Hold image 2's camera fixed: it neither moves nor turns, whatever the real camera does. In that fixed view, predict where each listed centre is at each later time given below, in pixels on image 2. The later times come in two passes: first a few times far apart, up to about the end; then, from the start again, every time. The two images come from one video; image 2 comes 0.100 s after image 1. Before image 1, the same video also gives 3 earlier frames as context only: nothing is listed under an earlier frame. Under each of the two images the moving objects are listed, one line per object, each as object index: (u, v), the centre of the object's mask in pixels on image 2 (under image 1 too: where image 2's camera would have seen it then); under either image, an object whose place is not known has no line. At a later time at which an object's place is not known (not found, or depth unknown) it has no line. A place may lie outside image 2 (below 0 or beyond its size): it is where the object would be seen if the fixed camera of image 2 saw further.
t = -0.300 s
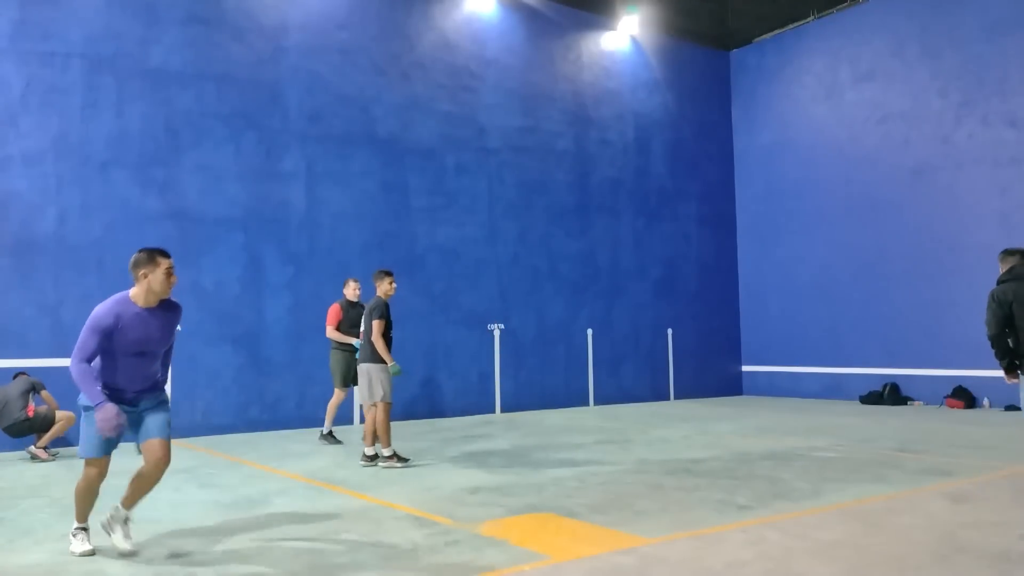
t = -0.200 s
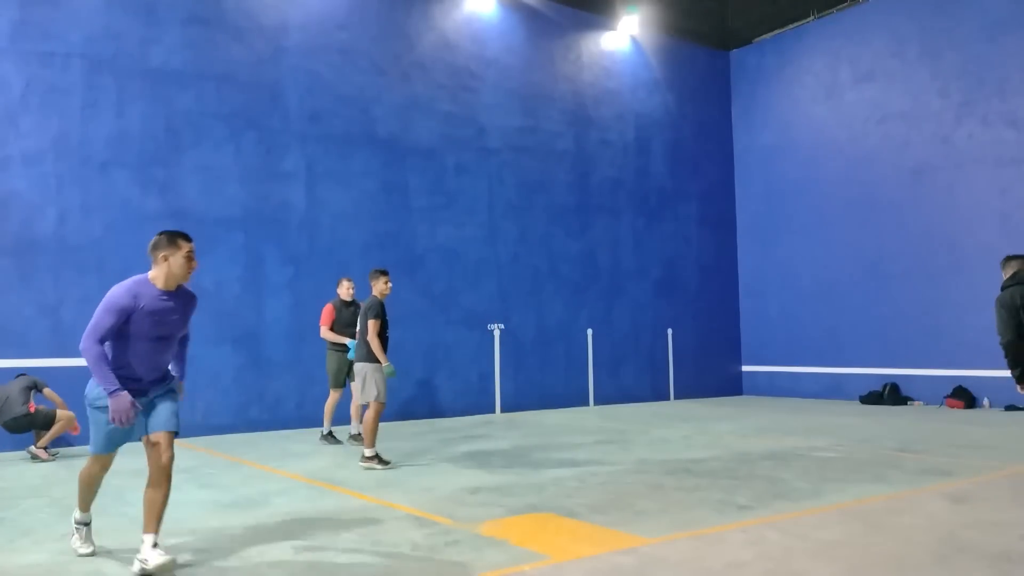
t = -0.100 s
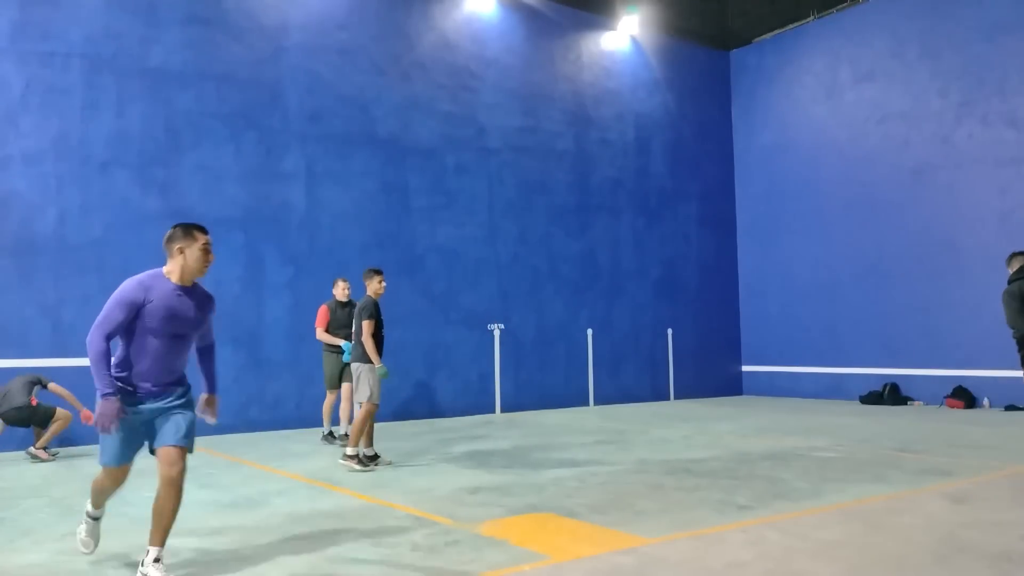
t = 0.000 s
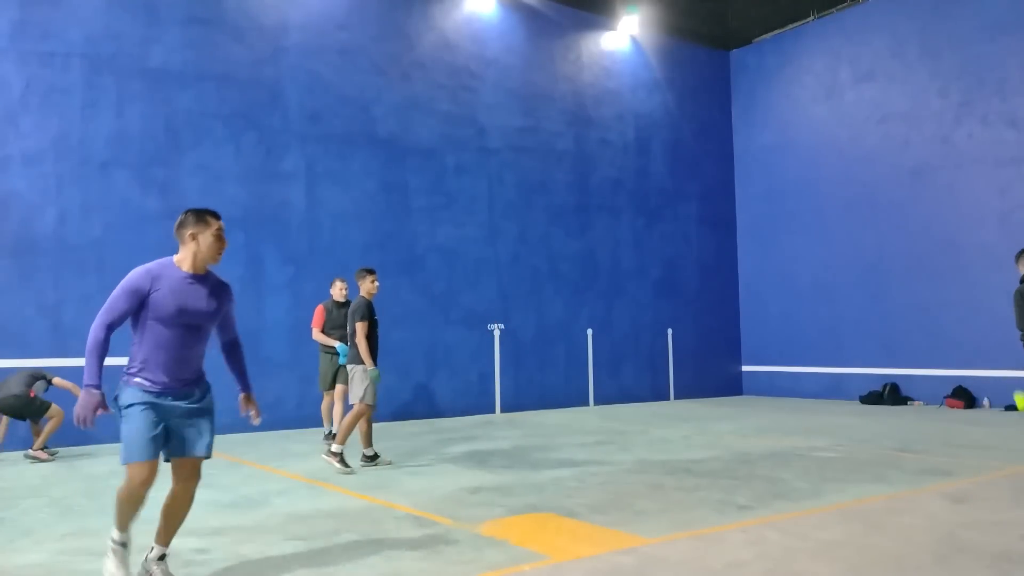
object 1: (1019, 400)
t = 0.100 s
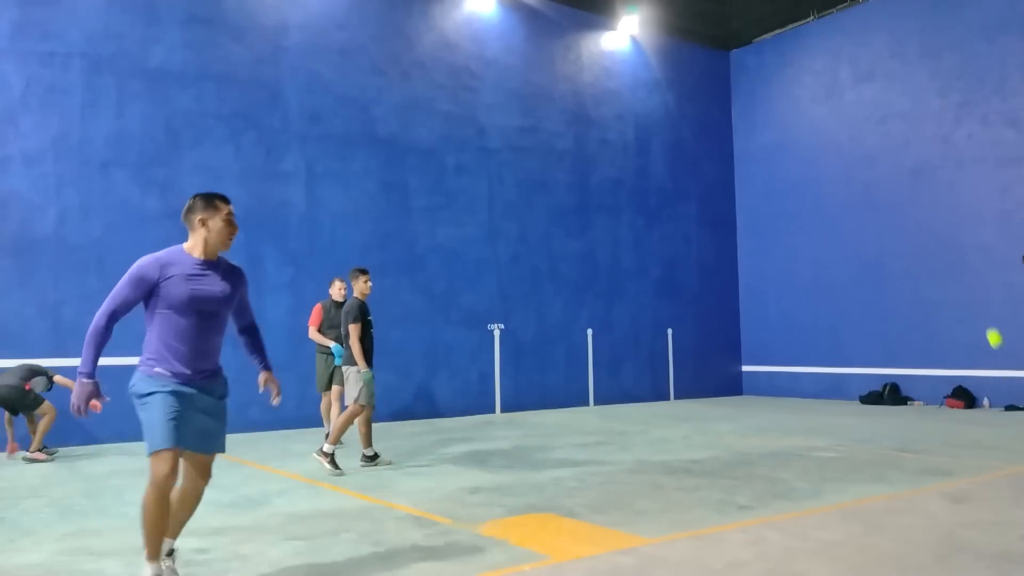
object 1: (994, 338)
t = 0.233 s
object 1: (944, 251)
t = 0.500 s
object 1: (807, 150)
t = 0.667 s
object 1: (675, 180)
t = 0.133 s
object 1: (982, 314)
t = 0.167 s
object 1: (970, 292)
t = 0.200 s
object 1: (957, 271)
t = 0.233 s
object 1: (944, 251)
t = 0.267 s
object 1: (930, 232)
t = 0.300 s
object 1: (916, 215)
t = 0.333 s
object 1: (900, 199)
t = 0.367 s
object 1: (884, 185)
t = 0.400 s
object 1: (867, 173)
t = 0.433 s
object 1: (848, 163)
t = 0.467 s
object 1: (829, 155)
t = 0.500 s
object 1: (807, 150)
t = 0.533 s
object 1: (785, 148)
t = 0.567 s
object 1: (761, 150)
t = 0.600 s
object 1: (734, 155)
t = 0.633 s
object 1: (707, 165)
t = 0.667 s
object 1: (675, 180)
